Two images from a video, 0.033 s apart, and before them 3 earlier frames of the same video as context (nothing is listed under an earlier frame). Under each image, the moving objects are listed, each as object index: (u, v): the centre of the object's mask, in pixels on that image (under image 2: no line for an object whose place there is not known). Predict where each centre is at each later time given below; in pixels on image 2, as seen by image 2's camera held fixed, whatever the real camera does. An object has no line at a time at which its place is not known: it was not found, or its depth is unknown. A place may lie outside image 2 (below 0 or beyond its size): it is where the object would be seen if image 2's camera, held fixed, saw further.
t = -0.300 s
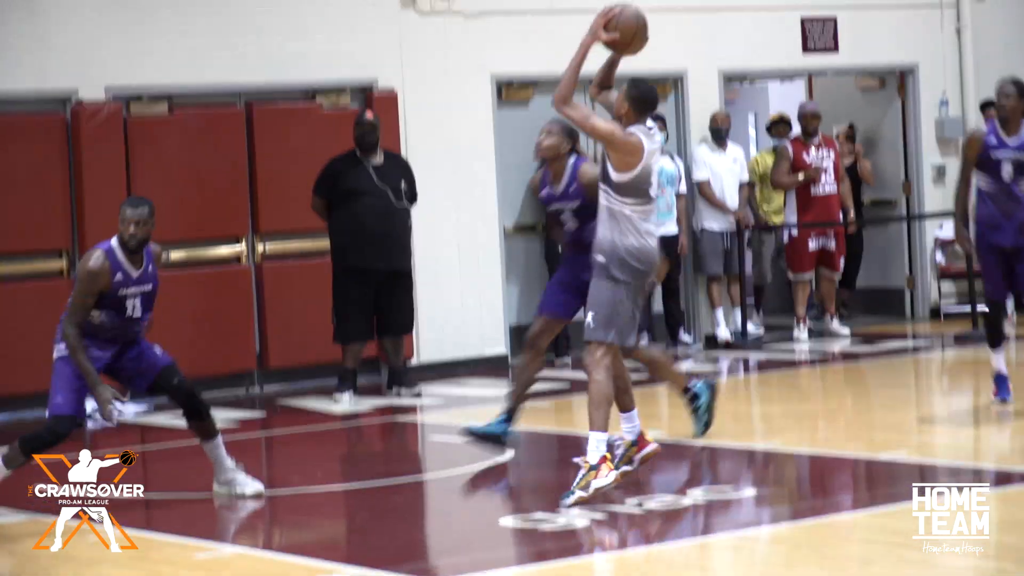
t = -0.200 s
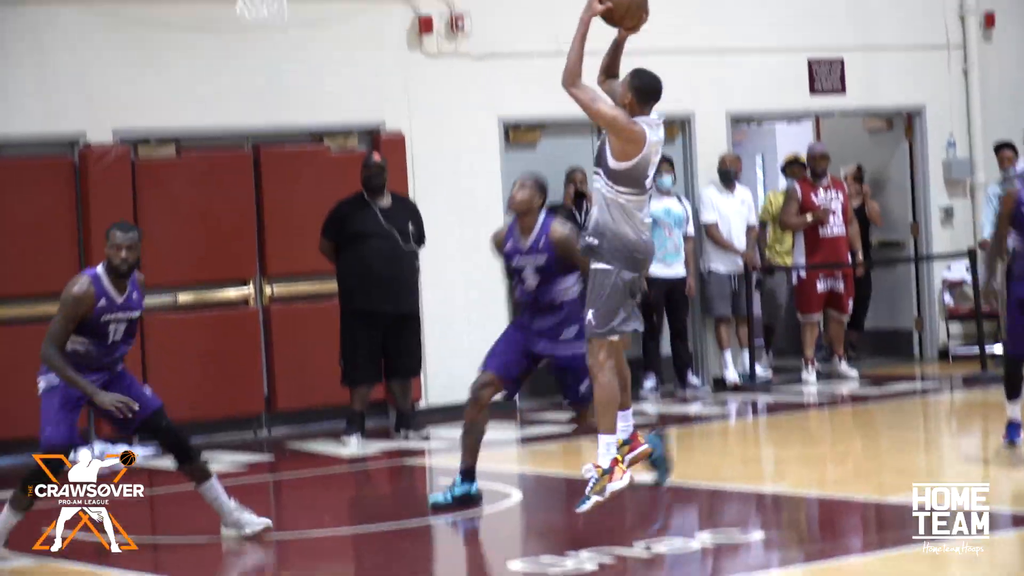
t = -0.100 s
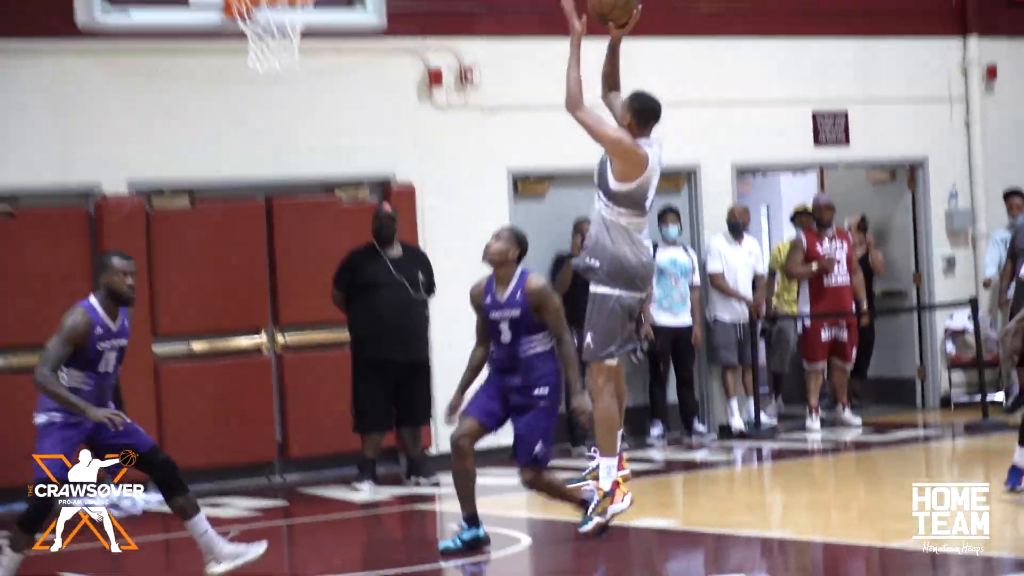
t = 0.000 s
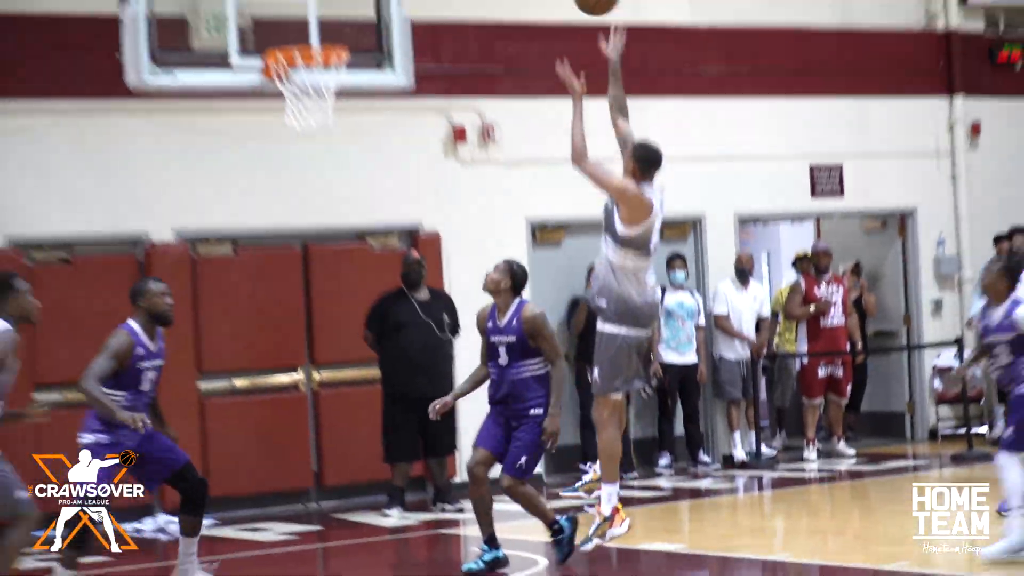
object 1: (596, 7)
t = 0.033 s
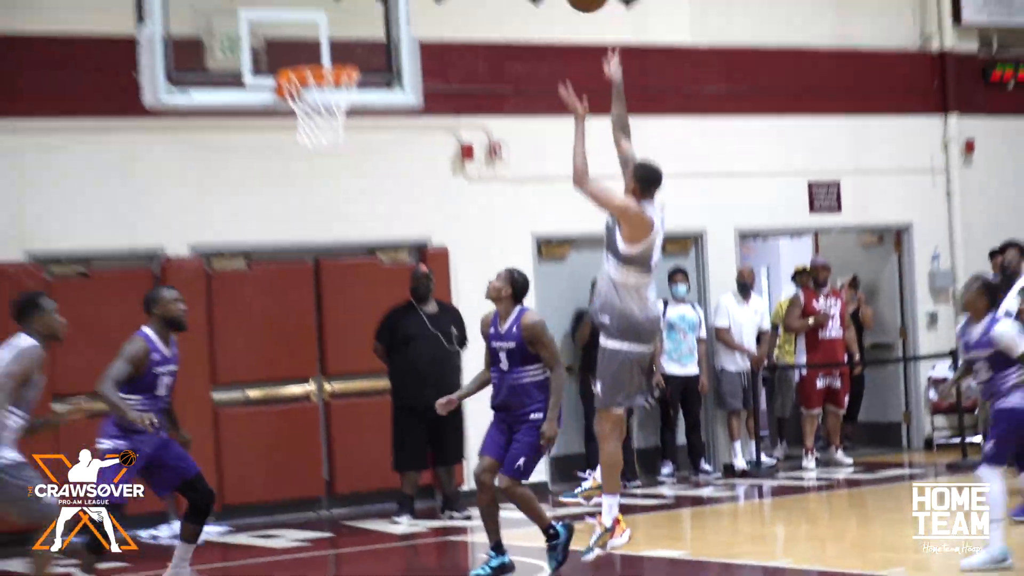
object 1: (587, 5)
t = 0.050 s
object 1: (580, -6)
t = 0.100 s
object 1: (561, -37)
